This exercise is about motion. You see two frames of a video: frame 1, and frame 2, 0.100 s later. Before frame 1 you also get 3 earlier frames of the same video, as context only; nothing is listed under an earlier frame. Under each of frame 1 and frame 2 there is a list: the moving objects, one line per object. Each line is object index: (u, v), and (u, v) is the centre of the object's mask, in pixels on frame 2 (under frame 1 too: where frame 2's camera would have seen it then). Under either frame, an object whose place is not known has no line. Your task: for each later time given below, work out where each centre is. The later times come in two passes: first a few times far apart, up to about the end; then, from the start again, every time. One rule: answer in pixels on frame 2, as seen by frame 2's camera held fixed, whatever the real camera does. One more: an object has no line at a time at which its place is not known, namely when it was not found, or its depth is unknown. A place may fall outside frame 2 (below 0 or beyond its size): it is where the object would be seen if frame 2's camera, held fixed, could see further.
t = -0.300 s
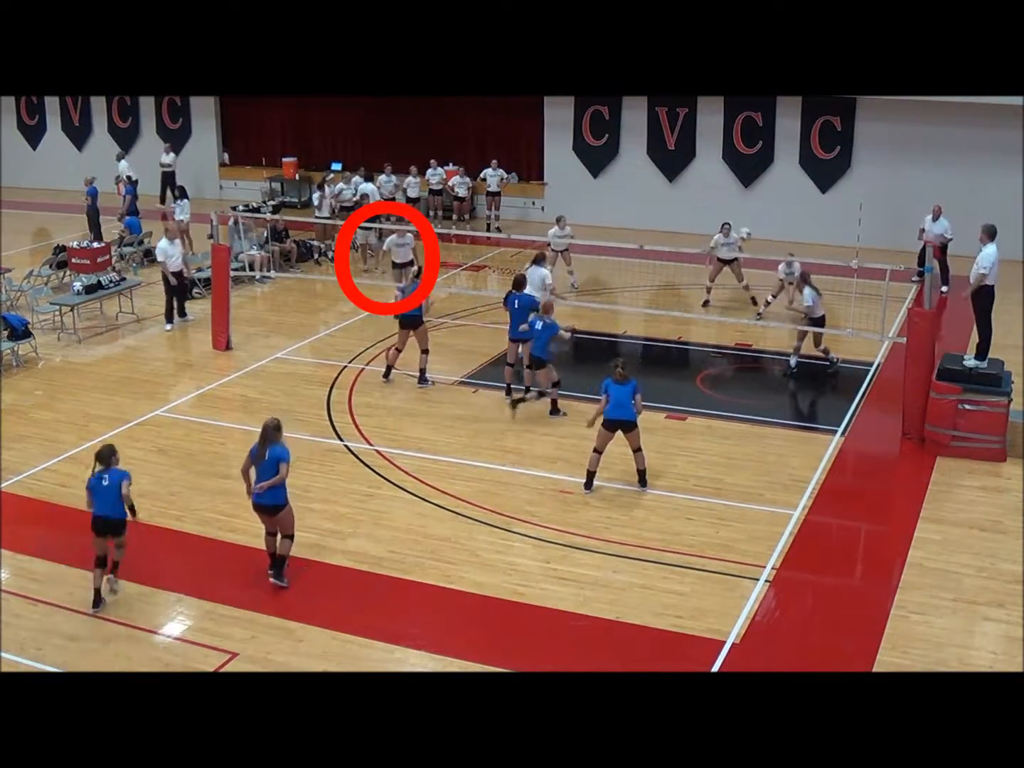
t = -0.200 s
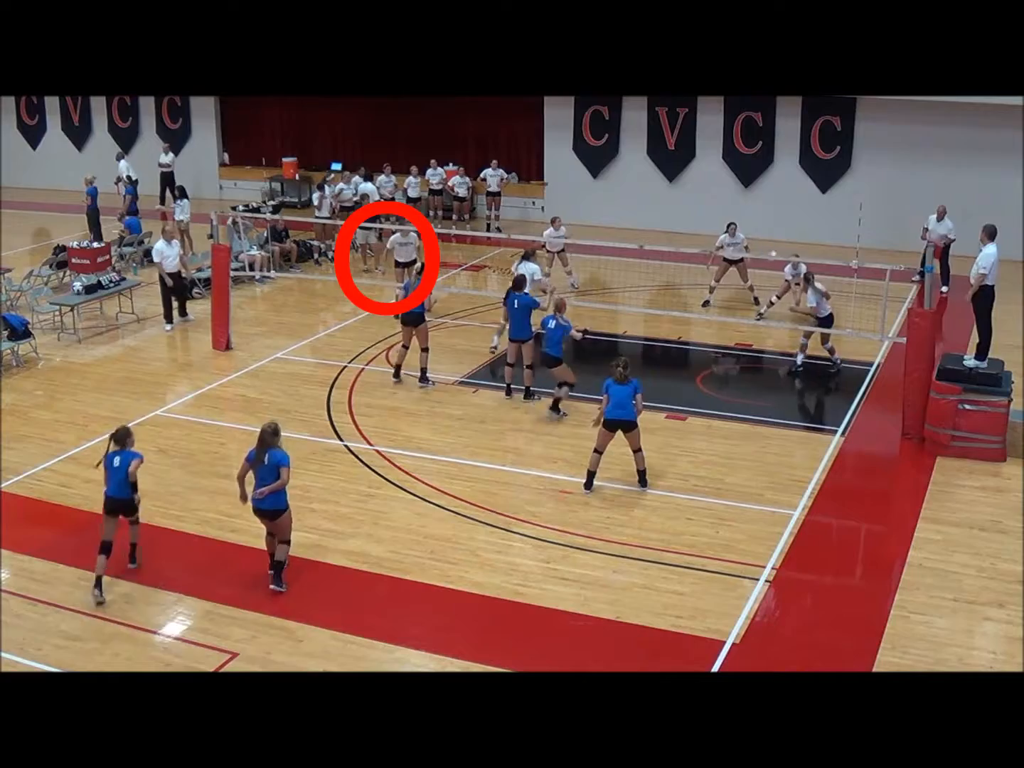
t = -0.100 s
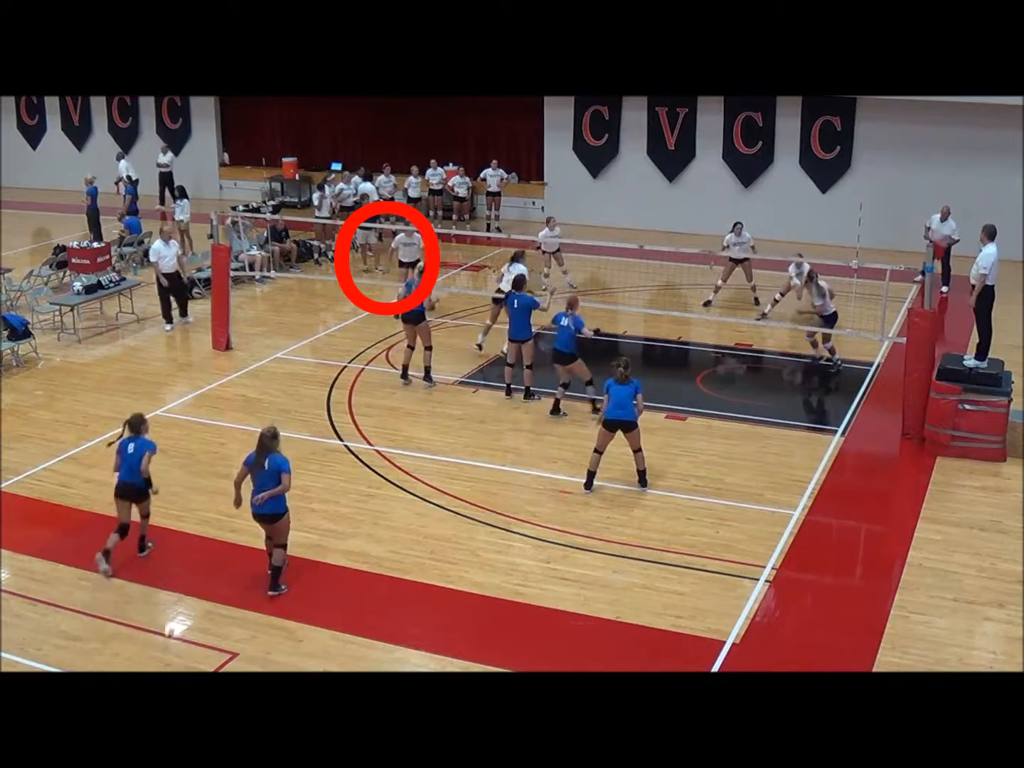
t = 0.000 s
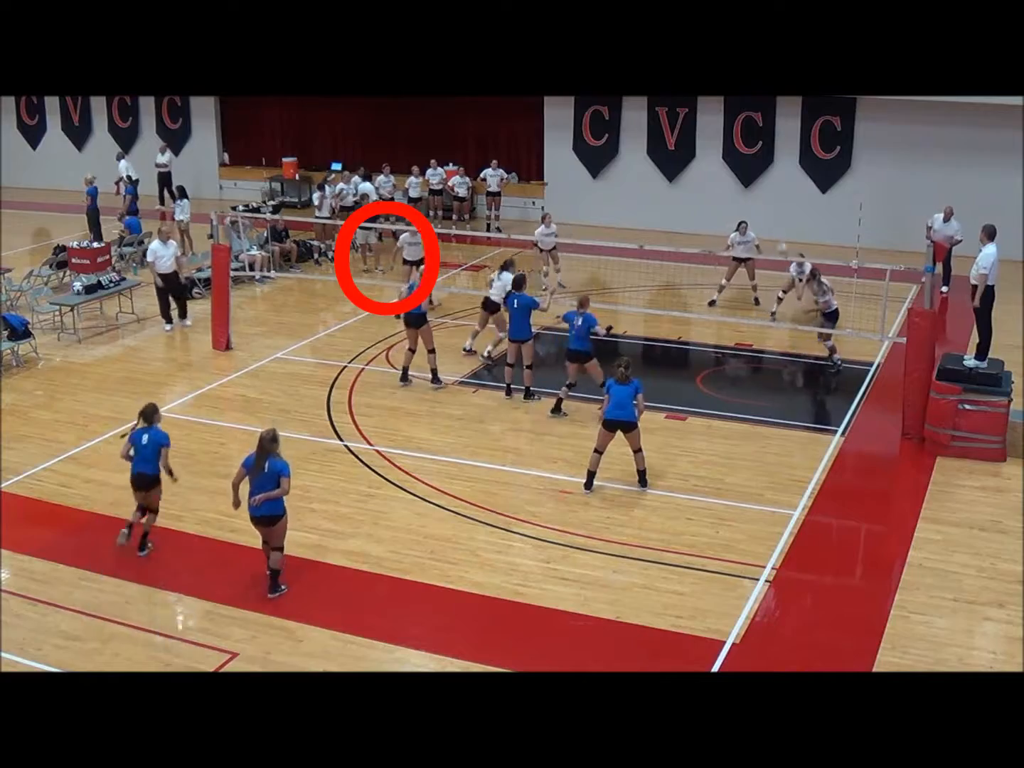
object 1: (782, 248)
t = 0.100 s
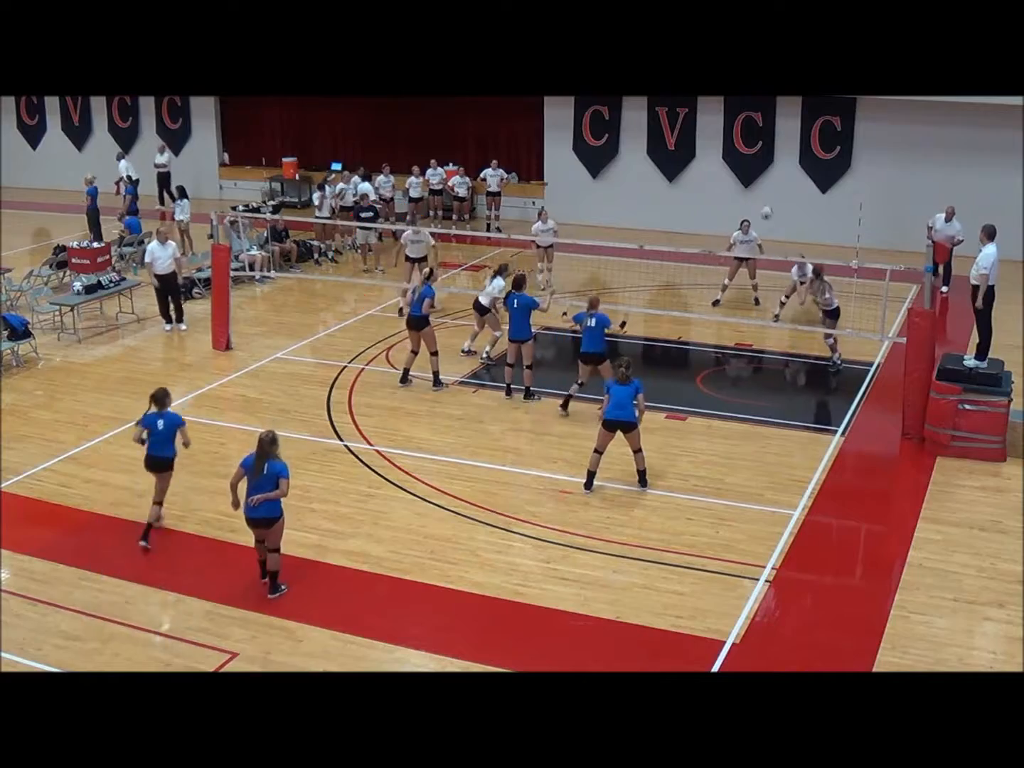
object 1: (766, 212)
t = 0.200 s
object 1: (748, 181)
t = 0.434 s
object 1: (705, 126)
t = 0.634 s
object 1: (666, 106)
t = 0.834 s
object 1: (625, 109)
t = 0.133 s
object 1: (761, 202)
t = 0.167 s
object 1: (754, 189)
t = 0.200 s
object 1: (748, 181)
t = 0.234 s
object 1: (743, 172)
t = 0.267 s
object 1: (736, 163)
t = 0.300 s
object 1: (730, 155)
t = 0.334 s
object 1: (725, 146)
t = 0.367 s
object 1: (719, 139)
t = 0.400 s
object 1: (711, 130)
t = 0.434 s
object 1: (705, 126)
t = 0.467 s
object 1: (698, 121)
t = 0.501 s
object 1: (692, 117)
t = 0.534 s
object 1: (686, 114)
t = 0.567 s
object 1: (680, 110)
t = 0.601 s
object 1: (673, 108)
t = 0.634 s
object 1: (666, 106)
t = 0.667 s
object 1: (660, 105)
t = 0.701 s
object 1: (653, 104)
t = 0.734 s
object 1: (647, 104)
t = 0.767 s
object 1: (640, 102)
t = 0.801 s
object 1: (632, 106)
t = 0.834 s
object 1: (625, 109)
